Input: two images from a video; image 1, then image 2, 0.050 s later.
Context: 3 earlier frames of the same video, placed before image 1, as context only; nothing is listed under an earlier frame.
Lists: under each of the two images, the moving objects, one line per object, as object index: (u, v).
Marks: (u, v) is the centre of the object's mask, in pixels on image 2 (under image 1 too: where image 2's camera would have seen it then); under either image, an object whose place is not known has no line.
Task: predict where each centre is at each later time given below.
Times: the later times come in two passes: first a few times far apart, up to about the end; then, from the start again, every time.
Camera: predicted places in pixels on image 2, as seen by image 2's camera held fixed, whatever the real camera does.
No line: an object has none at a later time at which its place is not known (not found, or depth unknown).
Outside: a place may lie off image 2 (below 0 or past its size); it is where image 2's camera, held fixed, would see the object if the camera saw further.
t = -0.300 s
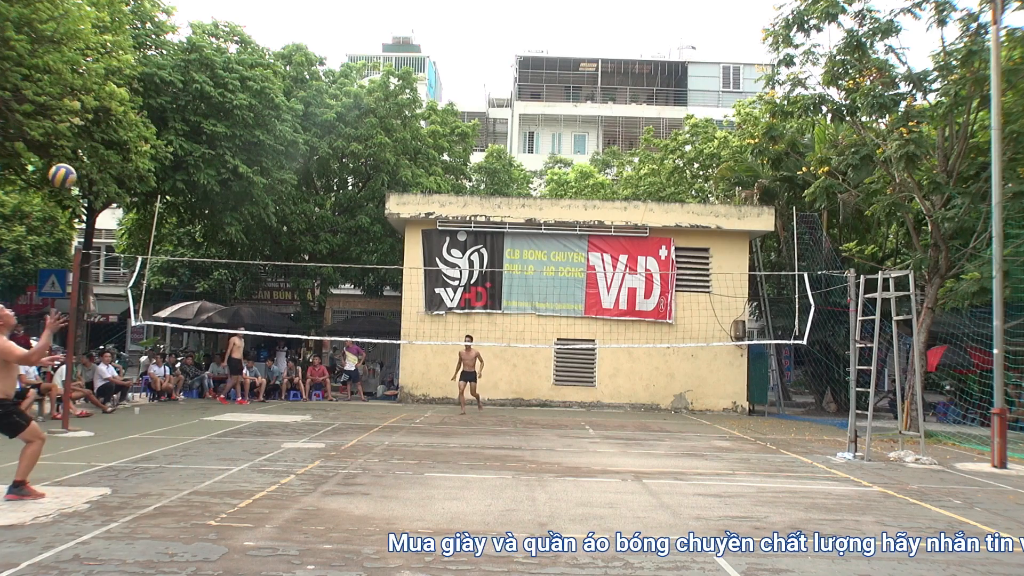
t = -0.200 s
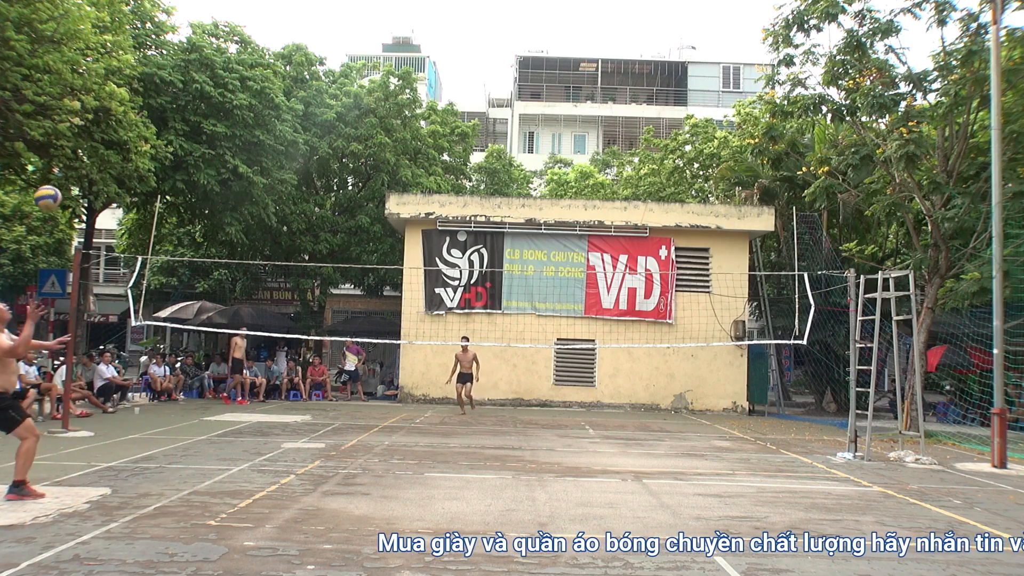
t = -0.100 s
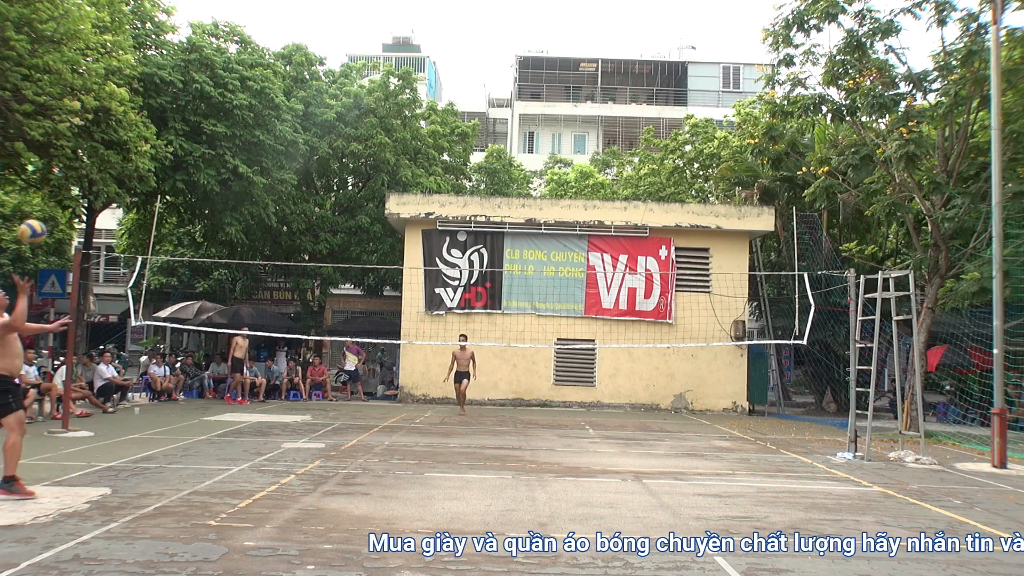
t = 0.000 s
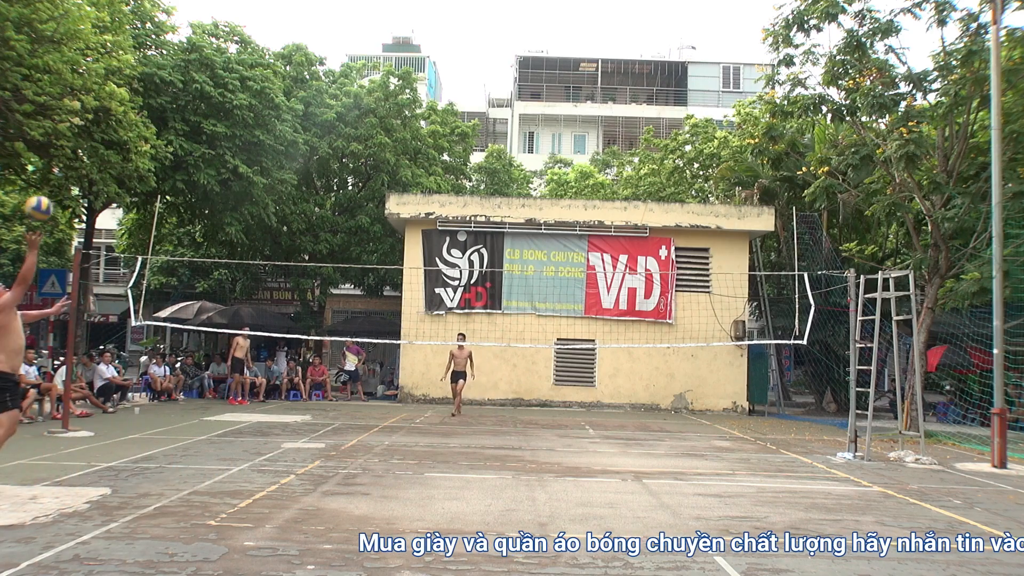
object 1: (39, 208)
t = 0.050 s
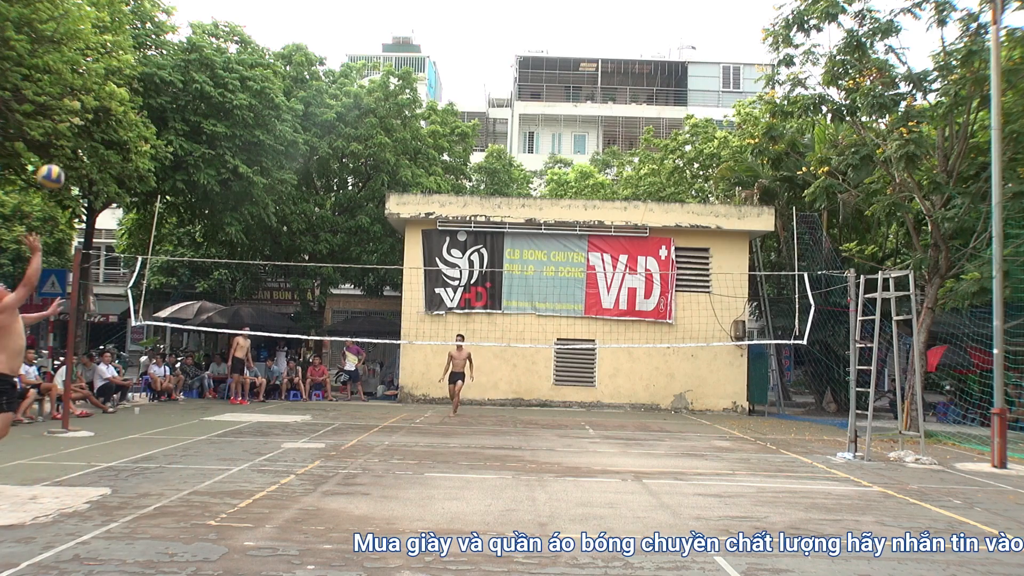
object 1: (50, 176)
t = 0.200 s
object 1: (84, 104)
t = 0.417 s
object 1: (125, 50)
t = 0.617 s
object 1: (156, 46)
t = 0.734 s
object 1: (172, 62)
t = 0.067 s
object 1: (54, 166)
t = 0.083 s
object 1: (58, 158)
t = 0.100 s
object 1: (62, 149)
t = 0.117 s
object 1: (65, 140)
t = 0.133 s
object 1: (69, 132)
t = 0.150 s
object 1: (73, 124)
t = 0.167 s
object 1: (77, 116)
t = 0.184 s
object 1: (80, 111)
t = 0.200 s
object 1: (84, 104)
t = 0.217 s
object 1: (87, 98)
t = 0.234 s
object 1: (90, 92)
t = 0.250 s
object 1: (94, 86)
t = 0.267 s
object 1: (97, 81)
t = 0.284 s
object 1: (100, 76)
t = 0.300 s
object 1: (104, 72)
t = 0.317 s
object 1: (107, 68)
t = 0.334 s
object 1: (110, 64)
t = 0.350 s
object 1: (113, 61)
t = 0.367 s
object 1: (116, 57)
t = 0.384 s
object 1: (119, 55)
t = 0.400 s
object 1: (122, 52)
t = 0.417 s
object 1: (125, 50)
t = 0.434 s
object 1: (128, 48)
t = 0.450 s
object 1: (131, 46)
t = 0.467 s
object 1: (133, 45)
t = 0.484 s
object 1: (136, 44)
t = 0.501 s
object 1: (139, 43)
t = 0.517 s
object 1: (141, 43)
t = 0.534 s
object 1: (144, 42)
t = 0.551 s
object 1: (146, 42)
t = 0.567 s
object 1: (149, 43)
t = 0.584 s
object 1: (151, 44)
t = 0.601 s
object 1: (153, 45)
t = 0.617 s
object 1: (156, 46)
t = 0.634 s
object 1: (158, 47)
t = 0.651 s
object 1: (160, 49)
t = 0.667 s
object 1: (163, 51)
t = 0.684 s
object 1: (165, 54)
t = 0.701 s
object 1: (167, 56)
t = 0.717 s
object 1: (170, 59)
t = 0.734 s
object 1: (172, 62)
